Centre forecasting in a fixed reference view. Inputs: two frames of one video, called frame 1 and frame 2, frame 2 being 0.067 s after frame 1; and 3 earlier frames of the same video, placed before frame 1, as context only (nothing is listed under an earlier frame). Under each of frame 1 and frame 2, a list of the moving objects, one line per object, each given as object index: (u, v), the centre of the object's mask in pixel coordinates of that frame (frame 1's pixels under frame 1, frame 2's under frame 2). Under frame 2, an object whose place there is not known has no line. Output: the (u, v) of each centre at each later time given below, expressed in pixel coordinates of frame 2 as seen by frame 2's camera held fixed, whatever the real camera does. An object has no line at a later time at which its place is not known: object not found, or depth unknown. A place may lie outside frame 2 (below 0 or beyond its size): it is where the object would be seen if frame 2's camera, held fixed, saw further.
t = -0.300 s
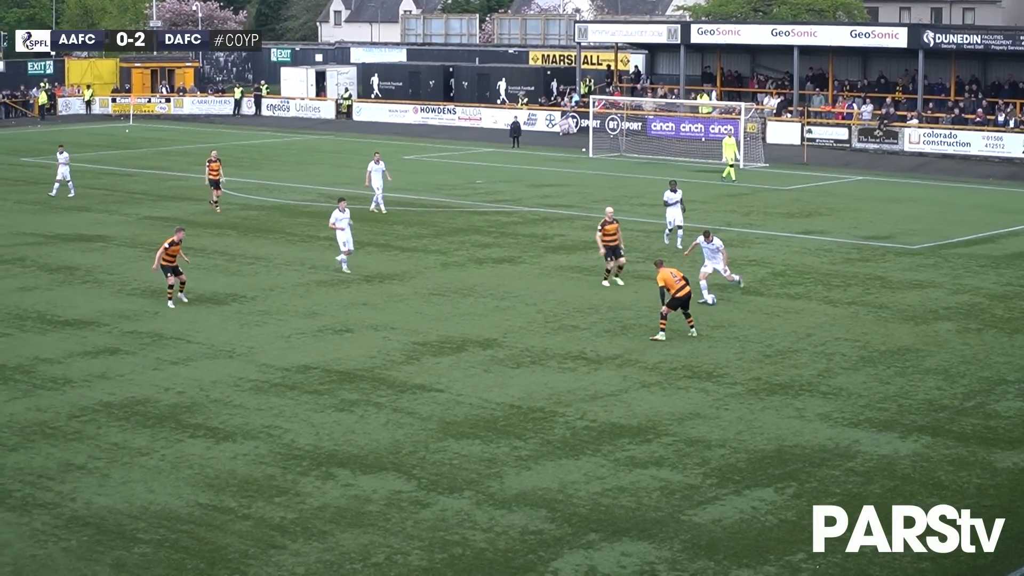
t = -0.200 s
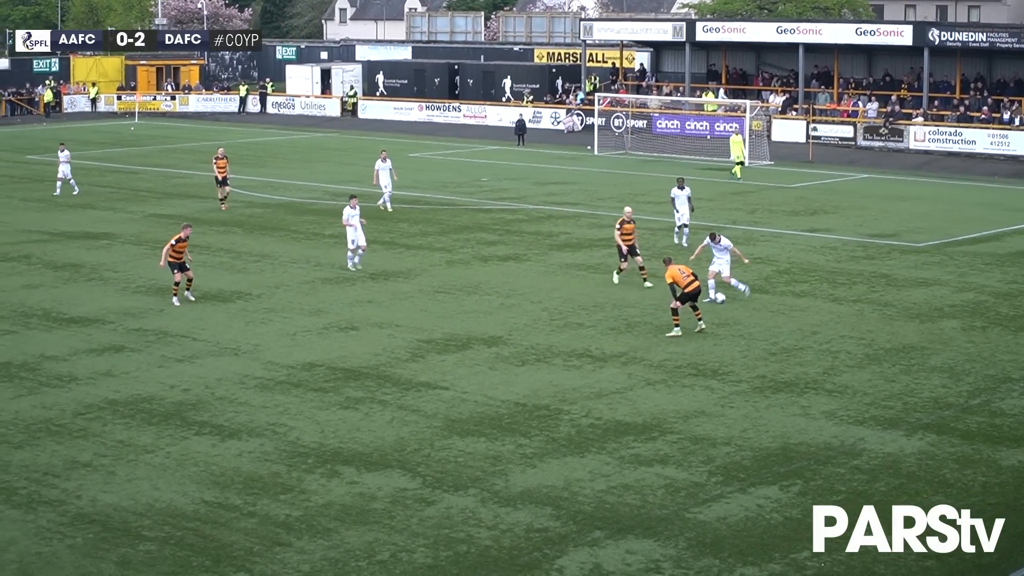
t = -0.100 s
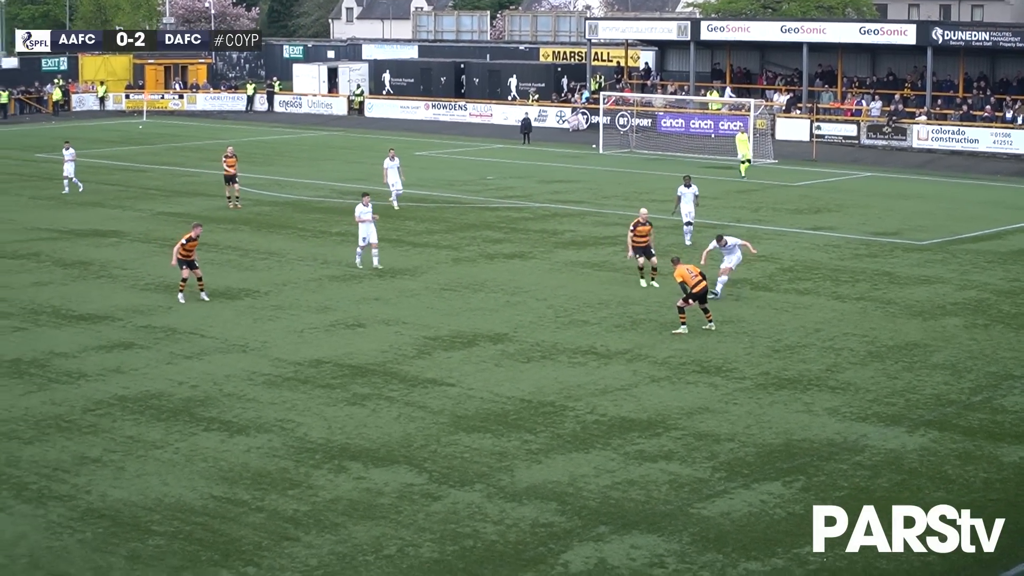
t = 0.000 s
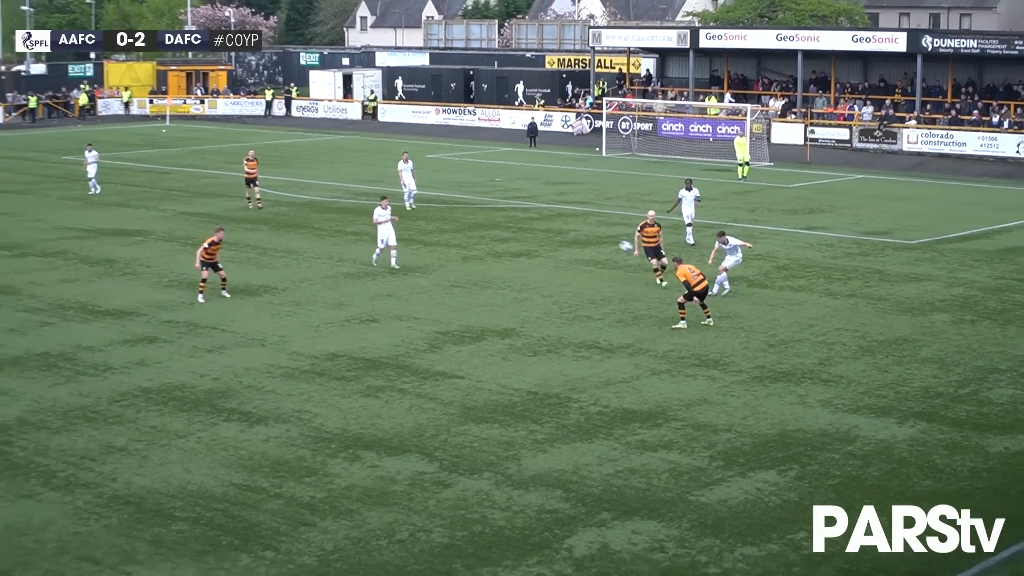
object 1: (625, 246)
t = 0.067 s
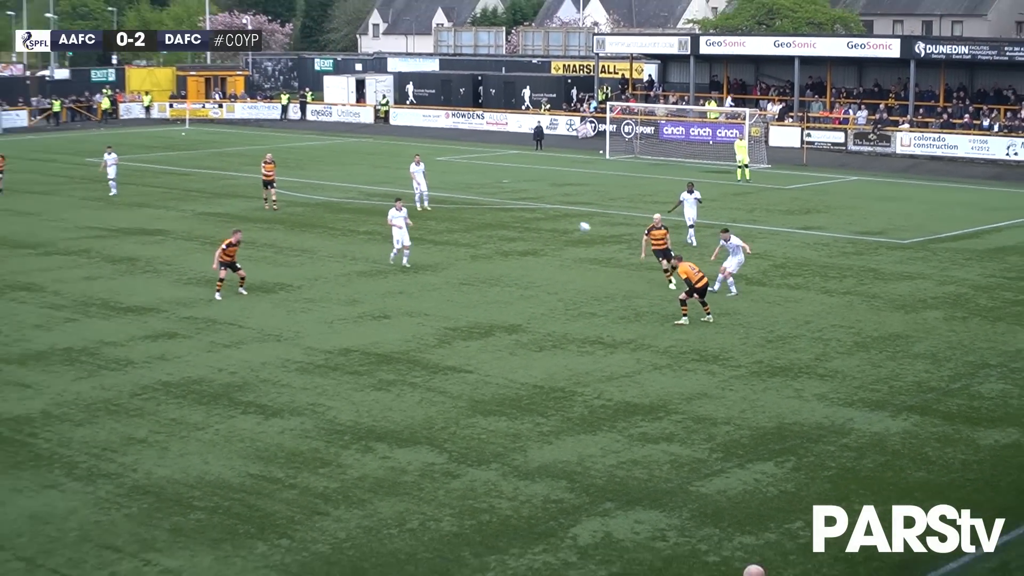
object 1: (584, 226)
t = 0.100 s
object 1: (574, 222)
